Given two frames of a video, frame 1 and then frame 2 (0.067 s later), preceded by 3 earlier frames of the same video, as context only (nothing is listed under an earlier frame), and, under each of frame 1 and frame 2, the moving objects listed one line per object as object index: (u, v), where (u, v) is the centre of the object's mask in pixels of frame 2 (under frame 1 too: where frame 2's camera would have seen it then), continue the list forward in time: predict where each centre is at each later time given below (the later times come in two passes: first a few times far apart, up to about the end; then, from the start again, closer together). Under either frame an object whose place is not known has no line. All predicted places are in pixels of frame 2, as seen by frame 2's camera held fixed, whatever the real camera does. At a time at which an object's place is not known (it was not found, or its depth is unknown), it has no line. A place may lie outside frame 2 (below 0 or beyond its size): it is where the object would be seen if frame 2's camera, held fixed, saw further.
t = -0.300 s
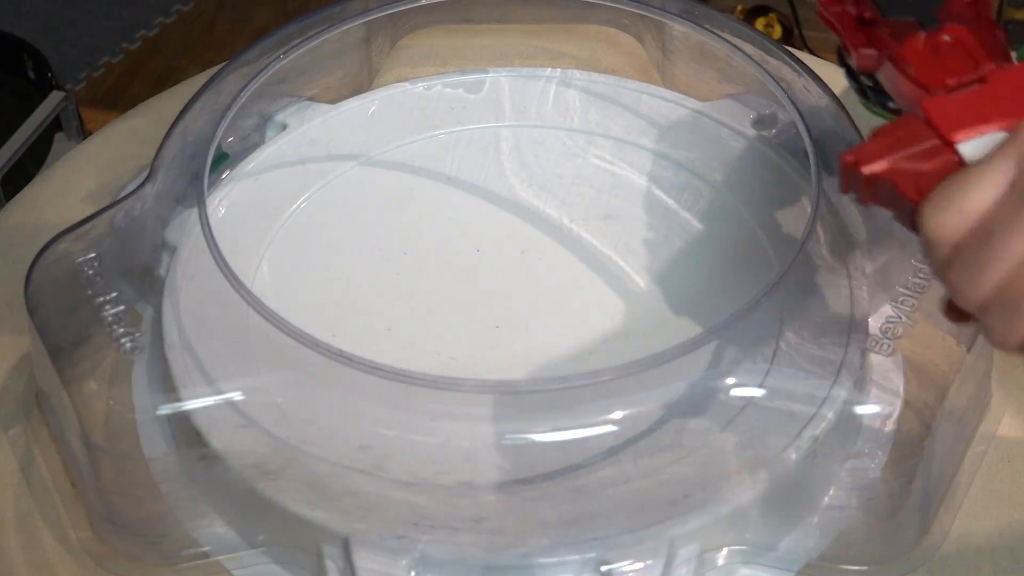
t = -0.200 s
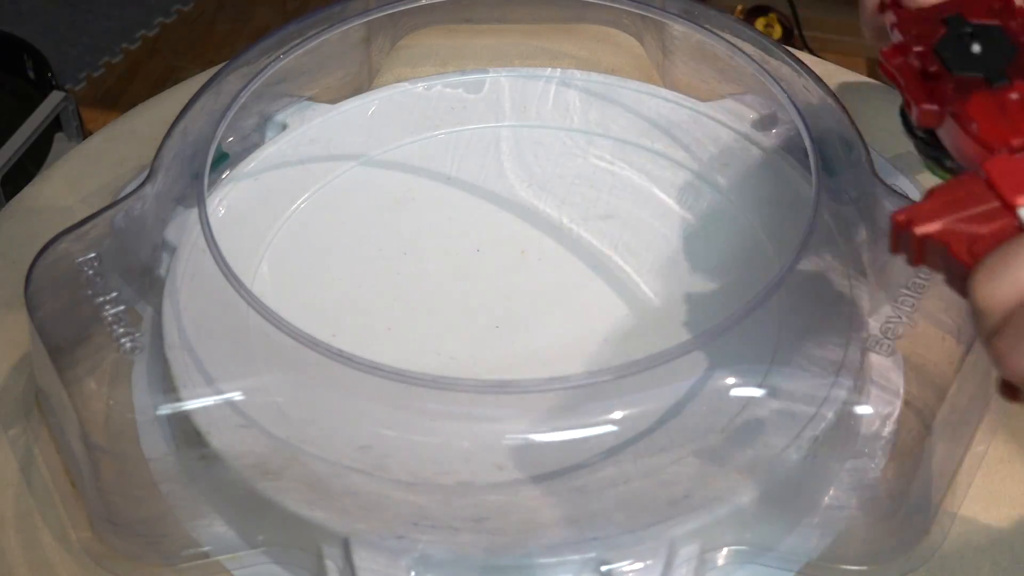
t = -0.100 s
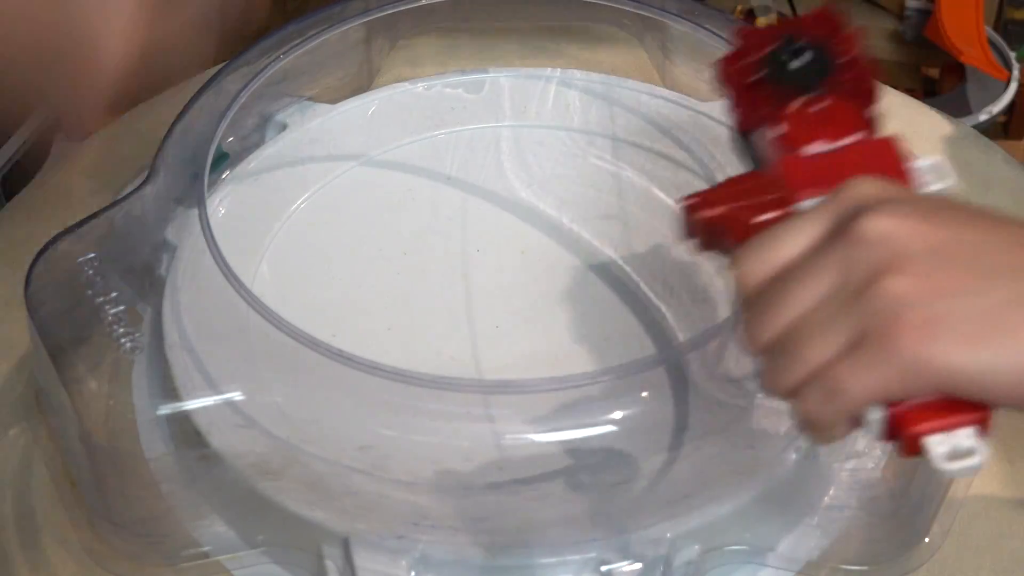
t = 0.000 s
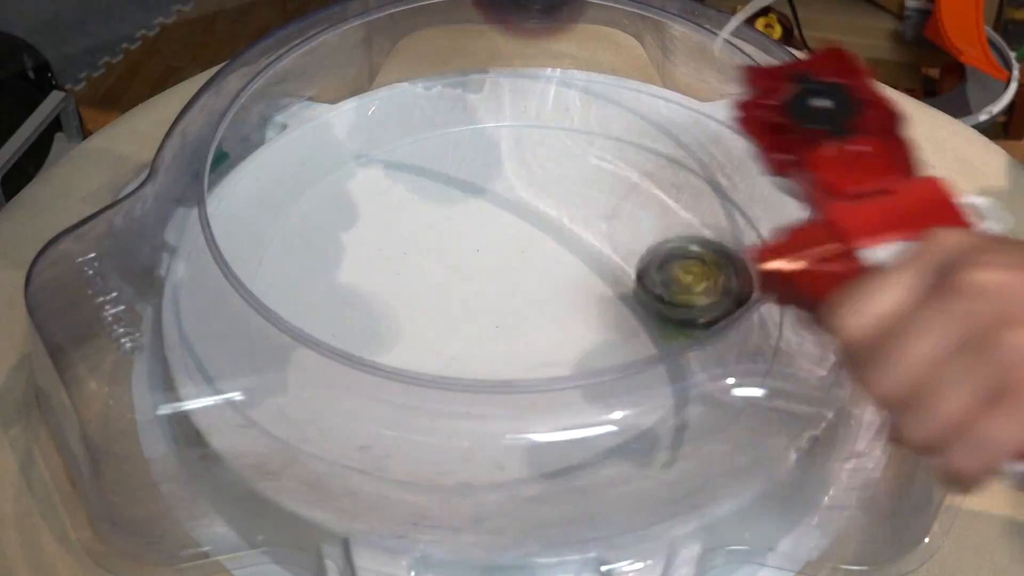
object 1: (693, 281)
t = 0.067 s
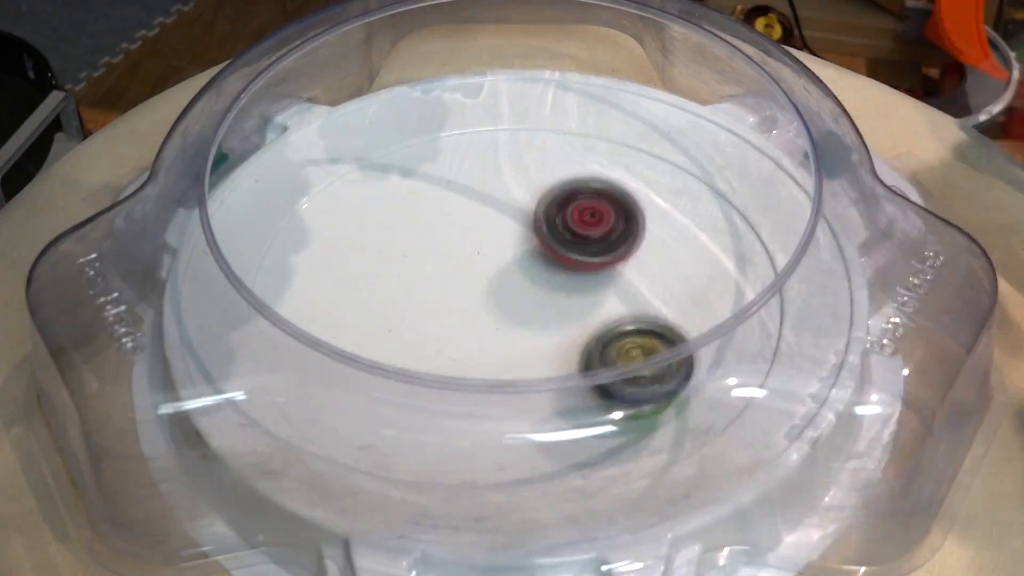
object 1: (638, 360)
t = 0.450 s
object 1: (431, 262)
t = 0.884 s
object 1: (514, 332)
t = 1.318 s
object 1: (472, 247)
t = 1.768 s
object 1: (525, 307)
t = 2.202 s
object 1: (441, 251)
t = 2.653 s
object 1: (643, 283)
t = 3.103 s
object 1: (513, 177)
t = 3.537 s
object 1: (408, 316)
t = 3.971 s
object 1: (251, 221)
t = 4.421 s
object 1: (345, 371)
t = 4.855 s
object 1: (577, 172)
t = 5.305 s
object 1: (479, 212)
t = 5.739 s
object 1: (659, 266)
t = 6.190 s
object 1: (700, 270)
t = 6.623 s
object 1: (504, 331)
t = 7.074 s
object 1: (623, 281)
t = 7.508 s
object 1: (576, 166)
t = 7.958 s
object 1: (520, 108)
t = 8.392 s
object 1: (450, 220)
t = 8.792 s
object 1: (445, 117)
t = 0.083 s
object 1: (620, 359)
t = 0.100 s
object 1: (605, 364)
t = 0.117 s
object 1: (587, 365)
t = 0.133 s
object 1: (569, 352)
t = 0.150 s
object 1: (557, 350)
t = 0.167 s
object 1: (541, 349)
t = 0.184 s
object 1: (529, 347)
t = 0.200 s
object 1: (518, 343)
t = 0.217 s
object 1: (505, 339)
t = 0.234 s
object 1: (494, 334)
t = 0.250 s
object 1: (484, 325)
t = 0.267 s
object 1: (475, 320)
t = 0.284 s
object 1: (465, 311)
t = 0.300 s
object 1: (456, 304)
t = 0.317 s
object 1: (452, 297)
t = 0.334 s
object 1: (447, 291)
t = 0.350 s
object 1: (442, 287)
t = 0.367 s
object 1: (439, 280)
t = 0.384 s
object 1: (436, 276)
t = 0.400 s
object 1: (434, 271)
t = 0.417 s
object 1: (431, 267)
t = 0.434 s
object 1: (432, 262)
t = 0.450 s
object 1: (431, 262)
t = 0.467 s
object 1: (431, 262)
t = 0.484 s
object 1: (433, 258)
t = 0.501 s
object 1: (435, 258)
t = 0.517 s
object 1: (438, 260)
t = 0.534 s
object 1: (439, 260)
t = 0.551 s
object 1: (443, 261)
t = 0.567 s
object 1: (445, 264)
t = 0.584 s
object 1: (447, 266)
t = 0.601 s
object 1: (449, 269)
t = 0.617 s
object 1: (452, 272)
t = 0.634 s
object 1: (454, 276)
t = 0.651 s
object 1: (456, 279)
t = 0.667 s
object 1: (460, 281)
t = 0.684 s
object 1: (462, 287)
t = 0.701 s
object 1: (468, 292)
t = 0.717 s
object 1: (470, 295)
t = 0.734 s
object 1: (476, 300)
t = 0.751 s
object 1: (479, 304)
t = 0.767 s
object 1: (485, 311)
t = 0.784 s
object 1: (488, 316)
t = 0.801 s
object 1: (494, 321)
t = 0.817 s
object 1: (496, 322)
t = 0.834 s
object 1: (500, 328)
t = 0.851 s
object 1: (505, 330)
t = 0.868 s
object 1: (509, 333)
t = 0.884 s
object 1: (514, 332)
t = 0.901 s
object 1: (518, 333)
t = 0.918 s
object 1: (524, 329)
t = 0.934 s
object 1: (529, 328)
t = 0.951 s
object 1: (533, 326)
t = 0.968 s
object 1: (537, 322)
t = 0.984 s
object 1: (541, 317)
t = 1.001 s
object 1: (543, 315)
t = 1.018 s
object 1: (544, 309)
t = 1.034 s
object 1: (545, 303)
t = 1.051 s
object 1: (544, 298)
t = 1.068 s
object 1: (544, 293)
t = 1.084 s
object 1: (541, 289)
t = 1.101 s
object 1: (539, 285)
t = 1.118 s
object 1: (534, 278)
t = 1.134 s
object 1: (534, 273)
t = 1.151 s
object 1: (529, 270)
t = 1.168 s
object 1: (525, 266)
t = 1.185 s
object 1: (519, 263)
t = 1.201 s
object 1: (515, 258)
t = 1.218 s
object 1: (510, 255)
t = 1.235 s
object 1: (503, 253)
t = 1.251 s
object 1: (498, 251)
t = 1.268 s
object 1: (490, 249)
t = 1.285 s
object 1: (485, 248)
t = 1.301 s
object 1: (477, 248)
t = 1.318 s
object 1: (472, 247)
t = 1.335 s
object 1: (466, 246)
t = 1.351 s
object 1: (462, 248)
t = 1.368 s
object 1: (458, 251)
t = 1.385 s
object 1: (453, 252)
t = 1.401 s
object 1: (451, 256)
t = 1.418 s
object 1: (447, 261)
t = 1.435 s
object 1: (447, 264)
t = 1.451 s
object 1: (445, 269)
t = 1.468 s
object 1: (443, 273)
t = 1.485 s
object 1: (442, 277)
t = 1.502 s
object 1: (440, 283)
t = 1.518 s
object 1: (443, 289)
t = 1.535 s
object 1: (444, 295)
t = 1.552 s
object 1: (446, 299)
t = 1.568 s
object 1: (450, 305)
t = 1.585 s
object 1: (453, 309)
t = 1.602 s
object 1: (460, 313)
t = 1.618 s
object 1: (463, 317)
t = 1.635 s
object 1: (469, 318)
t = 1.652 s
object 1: (476, 321)
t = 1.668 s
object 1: (483, 320)
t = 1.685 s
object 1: (492, 320)
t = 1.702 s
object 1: (497, 320)
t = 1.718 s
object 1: (504, 318)
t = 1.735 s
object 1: (512, 316)
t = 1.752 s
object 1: (518, 312)
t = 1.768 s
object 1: (525, 307)
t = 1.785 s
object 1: (530, 304)
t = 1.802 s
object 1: (533, 300)
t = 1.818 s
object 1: (538, 295)
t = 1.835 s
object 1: (540, 290)
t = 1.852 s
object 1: (541, 283)
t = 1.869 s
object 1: (544, 278)
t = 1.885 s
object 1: (543, 273)
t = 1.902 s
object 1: (542, 267)
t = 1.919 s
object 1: (541, 260)
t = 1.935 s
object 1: (537, 256)
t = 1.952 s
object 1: (533, 251)
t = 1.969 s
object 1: (531, 246)
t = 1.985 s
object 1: (525, 242)
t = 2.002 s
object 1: (519, 238)
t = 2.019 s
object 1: (514, 237)
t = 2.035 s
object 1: (508, 235)
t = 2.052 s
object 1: (502, 233)
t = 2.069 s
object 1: (496, 232)
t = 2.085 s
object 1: (489, 232)
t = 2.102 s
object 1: (480, 231)
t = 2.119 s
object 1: (471, 234)
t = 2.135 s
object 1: (464, 234)
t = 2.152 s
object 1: (456, 238)
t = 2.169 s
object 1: (451, 241)
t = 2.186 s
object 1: (445, 245)
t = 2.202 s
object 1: (441, 251)
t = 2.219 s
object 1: (437, 256)
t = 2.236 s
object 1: (434, 263)
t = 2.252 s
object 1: (433, 270)
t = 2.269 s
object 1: (434, 276)
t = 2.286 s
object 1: (436, 282)
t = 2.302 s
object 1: (438, 289)
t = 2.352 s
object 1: (458, 312)
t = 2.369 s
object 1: (464, 315)
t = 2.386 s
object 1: (473, 320)
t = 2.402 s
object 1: (480, 323)
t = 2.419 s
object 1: (488, 327)
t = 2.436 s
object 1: (495, 328)
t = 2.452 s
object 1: (504, 330)
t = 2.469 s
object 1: (513, 330)
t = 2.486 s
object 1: (523, 328)
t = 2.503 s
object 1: (533, 327)
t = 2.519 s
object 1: (541, 326)
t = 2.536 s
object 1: (549, 325)
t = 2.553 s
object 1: (556, 322)
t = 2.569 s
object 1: (563, 318)
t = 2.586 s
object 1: (570, 314)
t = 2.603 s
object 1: (576, 308)
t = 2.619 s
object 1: (597, 300)
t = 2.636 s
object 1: (621, 293)
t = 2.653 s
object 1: (643, 283)
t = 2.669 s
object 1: (662, 273)
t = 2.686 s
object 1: (679, 261)
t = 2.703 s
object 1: (695, 252)
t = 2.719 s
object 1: (710, 240)
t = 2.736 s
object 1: (721, 230)
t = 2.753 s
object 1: (729, 220)
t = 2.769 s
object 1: (736, 209)
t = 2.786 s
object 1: (741, 199)
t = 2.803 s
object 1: (742, 189)
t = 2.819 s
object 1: (739, 179)
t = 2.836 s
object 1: (735, 172)
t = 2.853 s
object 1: (728, 165)
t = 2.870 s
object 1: (718, 159)
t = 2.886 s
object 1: (706, 157)
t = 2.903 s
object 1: (693, 154)
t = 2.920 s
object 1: (680, 150)
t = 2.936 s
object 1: (667, 149)
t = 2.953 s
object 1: (652, 148)
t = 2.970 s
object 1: (636, 147)
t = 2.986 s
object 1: (620, 145)
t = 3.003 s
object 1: (605, 148)
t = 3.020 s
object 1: (589, 148)
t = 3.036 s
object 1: (573, 153)
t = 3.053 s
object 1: (557, 155)
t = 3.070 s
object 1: (543, 160)
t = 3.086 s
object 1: (528, 169)
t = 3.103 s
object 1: (513, 177)
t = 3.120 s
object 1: (498, 185)
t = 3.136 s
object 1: (485, 193)
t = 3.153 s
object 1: (474, 201)
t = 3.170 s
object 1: (463, 211)
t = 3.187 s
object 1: (455, 221)
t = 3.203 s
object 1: (447, 234)
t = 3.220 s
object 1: (440, 244)
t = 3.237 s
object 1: (435, 256)
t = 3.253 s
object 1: (422, 257)
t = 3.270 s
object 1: (410, 258)
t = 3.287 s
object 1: (399, 258)
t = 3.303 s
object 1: (389, 259)
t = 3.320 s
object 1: (382, 260)
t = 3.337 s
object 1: (377, 263)
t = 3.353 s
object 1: (374, 264)
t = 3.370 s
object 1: (372, 267)
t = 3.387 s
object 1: (370, 272)
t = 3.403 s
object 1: (369, 276)
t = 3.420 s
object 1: (369, 282)
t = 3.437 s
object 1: (371, 287)
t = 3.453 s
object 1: (374, 292)
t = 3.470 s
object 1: (378, 297)
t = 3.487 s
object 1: (383, 303)
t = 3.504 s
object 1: (389, 307)
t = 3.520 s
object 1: (398, 310)
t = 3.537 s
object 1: (408, 316)
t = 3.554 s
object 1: (418, 320)
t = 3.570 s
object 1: (416, 320)
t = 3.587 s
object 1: (388, 307)
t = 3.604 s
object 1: (362, 299)
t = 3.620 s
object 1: (337, 288)
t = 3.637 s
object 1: (315, 279)
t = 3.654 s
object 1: (296, 269)
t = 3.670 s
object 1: (280, 258)
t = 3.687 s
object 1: (266, 248)
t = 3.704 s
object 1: (255, 240)
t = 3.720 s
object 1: (252, 230)
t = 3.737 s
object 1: (247, 226)
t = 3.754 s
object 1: (236, 225)
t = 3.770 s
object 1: (231, 221)
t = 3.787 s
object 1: (227, 218)
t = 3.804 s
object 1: (225, 215)
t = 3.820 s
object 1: (223, 214)
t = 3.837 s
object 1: (222, 212)
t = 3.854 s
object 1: (222, 213)
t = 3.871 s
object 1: (224, 211)
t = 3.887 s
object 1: (227, 214)
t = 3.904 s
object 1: (230, 214)
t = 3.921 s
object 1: (234, 215)
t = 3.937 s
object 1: (238, 216)
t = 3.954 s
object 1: (244, 218)
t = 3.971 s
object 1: (251, 221)
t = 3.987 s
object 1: (254, 224)
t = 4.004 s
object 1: (259, 227)
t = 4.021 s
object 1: (264, 231)
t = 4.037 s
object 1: (274, 237)
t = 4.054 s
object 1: (283, 243)
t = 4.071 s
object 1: (296, 246)
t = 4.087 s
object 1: (308, 253)
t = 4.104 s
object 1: (322, 258)
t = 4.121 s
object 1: (336, 265)
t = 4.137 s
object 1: (350, 270)
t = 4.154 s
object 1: (365, 274)
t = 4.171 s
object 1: (381, 280)
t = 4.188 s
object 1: (387, 290)
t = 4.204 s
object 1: (373, 298)
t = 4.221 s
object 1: (359, 310)
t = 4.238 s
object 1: (350, 316)
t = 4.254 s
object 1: (341, 321)
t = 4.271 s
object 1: (328, 332)
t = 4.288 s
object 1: (318, 342)
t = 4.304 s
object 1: (313, 347)
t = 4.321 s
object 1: (311, 353)
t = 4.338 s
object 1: (311, 360)
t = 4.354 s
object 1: (313, 364)
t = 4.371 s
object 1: (317, 368)
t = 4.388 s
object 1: (319, 377)
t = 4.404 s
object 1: (334, 370)
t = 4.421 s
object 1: (345, 371)
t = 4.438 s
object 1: (357, 371)
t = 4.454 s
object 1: (370, 369)
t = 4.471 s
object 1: (385, 367)
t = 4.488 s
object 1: (399, 364)
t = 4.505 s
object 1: (419, 349)
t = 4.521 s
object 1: (433, 348)
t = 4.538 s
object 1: (447, 345)
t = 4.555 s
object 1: (462, 341)
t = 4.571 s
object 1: (477, 336)
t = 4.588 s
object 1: (491, 326)
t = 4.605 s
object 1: (505, 317)
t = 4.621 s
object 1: (517, 308)
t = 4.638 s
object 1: (529, 297)
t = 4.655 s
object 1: (539, 287)
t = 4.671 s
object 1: (548, 275)
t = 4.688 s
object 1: (556, 267)
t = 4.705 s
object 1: (563, 254)
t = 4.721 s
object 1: (569, 244)
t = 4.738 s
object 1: (574, 234)
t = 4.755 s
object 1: (577, 225)
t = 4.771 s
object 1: (580, 212)
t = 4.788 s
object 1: (582, 206)
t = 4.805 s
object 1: (582, 195)
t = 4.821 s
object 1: (581, 188)
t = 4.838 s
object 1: (580, 179)
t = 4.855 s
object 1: (577, 172)
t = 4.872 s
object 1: (574, 164)
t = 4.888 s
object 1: (569, 157)
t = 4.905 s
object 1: (565, 152)
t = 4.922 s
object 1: (560, 147)
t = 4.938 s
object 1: (555, 143)
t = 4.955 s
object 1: (549, 139)
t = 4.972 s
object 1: (544, 138)
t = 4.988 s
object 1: (538, 138)
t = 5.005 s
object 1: (532, 134)
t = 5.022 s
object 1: (525, 134)
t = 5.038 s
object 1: (518, 133)
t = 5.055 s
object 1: (511, 137)
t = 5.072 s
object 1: (504, 136)
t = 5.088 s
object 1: (497, 137)
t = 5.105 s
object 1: (491, 142)
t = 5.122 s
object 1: (484, 144)
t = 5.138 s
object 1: (479, 152)
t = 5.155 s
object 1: (473, 158)
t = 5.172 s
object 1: (467, 161)
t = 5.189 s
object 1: (462, 170)
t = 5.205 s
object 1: (457, 178)
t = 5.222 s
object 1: (453, 185)
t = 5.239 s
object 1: (453, 190)
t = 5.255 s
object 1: (461, 198)
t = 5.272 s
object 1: (464, 203)
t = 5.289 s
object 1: (471, 208)
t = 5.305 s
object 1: (479, 212)
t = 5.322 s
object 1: (487, 216)
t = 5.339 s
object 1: (495, 221)
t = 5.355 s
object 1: (504, 222)
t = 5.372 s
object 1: (512, 227)
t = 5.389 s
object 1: (519, 231)
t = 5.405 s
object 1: (526, 236)
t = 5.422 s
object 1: (534, 241)
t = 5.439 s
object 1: (543, 245)
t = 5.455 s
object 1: (551, 246)
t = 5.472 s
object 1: (560, 252)
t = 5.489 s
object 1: (568, 255)
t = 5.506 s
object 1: (577, 257)
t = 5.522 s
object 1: (585, 257)
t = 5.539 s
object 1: (592, 259)
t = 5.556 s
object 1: (599, 262)
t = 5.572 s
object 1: (607, 264)
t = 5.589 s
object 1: (615, 265)
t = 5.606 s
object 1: (621, 266)
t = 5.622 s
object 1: (628, 266)
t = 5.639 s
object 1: (634, 267)
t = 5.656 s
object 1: (641, 263)
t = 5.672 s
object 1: (644, 265)
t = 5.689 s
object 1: (647, 265)
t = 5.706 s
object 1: (652, 266)
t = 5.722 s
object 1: (656, 266)
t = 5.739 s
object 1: (659, 266)
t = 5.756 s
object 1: (662, 265)
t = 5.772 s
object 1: (666, 263)
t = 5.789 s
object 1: (668, 262)
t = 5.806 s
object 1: (668, 260)
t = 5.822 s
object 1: (668, 261)
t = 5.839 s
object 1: (668, 260)
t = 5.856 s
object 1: (669, 259)
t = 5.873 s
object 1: (668, 259)
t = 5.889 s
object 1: (668, 258)
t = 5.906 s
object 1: (668, 256)
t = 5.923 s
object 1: (665, 256)
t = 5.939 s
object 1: (662, 256)
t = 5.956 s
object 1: (664, 257)
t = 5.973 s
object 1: (679, 256)
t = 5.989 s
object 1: (690, 256)
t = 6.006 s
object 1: (700, 257)
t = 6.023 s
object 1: (708, 255)
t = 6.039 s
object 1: (714, 258)
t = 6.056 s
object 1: (717, 256)
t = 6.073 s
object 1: (719, 260)
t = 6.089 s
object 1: (721, 261)
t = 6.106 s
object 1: (721, 261)
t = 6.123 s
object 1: (718, 263)
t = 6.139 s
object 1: (715, 265)
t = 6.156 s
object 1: (712, 266)
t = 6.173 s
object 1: (706, 267)
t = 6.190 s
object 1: (700, 270)
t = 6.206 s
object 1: (694, 270)
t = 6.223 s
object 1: (687, 270)
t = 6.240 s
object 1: (678, 272)
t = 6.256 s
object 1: (670, 274)
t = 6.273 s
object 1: (662, 276)
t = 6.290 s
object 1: (652, 277)
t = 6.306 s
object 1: (643, 281)
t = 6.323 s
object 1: (634, 282)
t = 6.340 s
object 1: (625, 283)
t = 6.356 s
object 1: (614, 286)
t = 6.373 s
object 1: (605, 288)
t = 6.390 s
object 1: (596, 289)
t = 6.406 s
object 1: (585, 293)
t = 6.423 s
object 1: (576, 296)
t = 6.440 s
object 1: (567, 297)
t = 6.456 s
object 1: (559, 298)
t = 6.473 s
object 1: (549, 302)
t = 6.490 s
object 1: (542, 304)
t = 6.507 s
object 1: (535, 307)
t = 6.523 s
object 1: (526, 310)
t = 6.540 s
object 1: (520, 313)
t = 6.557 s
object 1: (514, 316)
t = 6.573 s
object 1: (507, 320)
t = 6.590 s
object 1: (499, 324)
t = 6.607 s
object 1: (495, 329)
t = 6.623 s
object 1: (504, 331)
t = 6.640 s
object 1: (513, 335)
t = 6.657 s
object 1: (522, 337)
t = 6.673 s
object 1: (531, 339)
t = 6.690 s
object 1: (540, 341)
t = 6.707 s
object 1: (547, 342)
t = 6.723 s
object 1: (555, 344)
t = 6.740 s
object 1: (561, 344)
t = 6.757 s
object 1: (568, 345)
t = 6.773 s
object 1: (574, 344)
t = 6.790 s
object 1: (578, 343)
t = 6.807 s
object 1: (581, 342)
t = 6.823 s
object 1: (583, 341)
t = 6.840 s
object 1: (584, 339)
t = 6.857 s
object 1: (584, 338)
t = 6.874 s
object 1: (585, 335)
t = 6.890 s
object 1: (585, 334)
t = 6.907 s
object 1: (584, 332)
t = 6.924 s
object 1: (583, 329)
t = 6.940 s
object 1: (579, 321)
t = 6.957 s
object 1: (577, 320)
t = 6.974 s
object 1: (577, 315)
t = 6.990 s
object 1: (575, 313)
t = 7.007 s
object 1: (575, 310)
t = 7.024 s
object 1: (588, 304)
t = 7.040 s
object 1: (602, 297)
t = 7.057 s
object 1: (613, 289)
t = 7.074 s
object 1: (623, 281)
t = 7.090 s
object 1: (631, 273)
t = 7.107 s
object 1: (639, 267)
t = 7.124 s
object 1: (643, 261)
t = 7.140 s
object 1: (644, 254)
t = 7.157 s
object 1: (646, 249)
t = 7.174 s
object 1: (644, 246)
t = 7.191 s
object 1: (644, 240)
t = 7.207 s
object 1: (639, 236)
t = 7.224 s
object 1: (632, 234)
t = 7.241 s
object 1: (626, 231)
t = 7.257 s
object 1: (618, 229)
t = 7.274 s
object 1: (614, 229)
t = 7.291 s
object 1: (608, 227)
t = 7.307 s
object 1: (599, 227)
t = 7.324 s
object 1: (593, 226)
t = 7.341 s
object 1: (585, 227)
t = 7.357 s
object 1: (581, 229)
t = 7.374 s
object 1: (575, 230)
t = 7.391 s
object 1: (566, 232)
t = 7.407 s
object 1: (559, 233)
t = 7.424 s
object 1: (549, 234)
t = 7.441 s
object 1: (540, 237)
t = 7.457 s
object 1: (544, 229)
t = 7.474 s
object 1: (555, 207)
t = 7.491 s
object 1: (566, 186)
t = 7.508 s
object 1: (576, 166)
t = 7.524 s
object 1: (587, 149)
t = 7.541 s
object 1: (593, 128)
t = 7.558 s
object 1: (599, 114)
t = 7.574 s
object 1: (603, 104)
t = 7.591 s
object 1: (606, 89)
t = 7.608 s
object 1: (608, 78)
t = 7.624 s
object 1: (607, 75)
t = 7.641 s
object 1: (608, 66)
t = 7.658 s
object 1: (607, 63)
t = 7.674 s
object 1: (607, 57)
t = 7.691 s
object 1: (603, 54)
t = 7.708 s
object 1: (599, 51)
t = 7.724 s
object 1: (595, 48)
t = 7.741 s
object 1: (593, 48)
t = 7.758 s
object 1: (586, 48)
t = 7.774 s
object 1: (580, 52)
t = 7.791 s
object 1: (575, 52)
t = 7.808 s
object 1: (570, 55)
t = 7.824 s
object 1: (565, 57)
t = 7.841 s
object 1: (557, 63)
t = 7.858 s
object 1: (551, 67)
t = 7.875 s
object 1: (545, 70)
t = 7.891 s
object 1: (542, 76)
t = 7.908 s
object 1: (534, 79)
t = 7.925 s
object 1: (529, 88)
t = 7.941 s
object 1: (523, 94)
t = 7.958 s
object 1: (520, 108)
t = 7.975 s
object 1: (515, 111)
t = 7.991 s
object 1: (509, 122)
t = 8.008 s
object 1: (506, 136)
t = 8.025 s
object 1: (502, 149)
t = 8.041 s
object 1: (500, 154)
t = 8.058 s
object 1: (494, 170)
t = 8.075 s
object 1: (493, 182)
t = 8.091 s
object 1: (490, 196)
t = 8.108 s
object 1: (490, 202)
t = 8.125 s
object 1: (480, 193)
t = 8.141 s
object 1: (473, 183)
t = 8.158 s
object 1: (464, 185)
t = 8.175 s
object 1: (457, 183)
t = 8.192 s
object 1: (451, 183)
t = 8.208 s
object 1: (448, 181)
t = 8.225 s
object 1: (444, 182)
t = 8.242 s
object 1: (442, 182)
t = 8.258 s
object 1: (438, 185)
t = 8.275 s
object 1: (439, 185)
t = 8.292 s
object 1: (438, 193)
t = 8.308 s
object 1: (439, 195)
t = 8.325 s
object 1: (438, 201)
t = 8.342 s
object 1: (442, 205)
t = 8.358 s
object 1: (444, 211)
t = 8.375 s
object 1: (447, 214)
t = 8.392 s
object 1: (450, 220)
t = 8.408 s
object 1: (454, 224)
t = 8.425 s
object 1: (459, 229)
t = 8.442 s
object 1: (462, 232)
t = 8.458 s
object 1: (467, 238)
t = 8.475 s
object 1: (472, 240)
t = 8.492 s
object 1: (478, 246)
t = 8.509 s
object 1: (482, 247)
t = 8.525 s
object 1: (487, 253)
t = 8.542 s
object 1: (492, 255)
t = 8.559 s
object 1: (498, 260)
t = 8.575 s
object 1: (501, 263)
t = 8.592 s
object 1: (507, 265)
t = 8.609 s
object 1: (505, 256)
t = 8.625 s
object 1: (497, 234)
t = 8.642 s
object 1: (489, 218)
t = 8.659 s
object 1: (482, 202)
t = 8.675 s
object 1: (476, 185)
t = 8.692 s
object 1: (469, 171)
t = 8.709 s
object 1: (464, 157)
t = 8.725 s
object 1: (461, 147)
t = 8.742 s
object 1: (455, 134)
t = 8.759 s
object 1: (452, 129)
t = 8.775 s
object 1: (450, 121)
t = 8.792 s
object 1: (445, 117)
